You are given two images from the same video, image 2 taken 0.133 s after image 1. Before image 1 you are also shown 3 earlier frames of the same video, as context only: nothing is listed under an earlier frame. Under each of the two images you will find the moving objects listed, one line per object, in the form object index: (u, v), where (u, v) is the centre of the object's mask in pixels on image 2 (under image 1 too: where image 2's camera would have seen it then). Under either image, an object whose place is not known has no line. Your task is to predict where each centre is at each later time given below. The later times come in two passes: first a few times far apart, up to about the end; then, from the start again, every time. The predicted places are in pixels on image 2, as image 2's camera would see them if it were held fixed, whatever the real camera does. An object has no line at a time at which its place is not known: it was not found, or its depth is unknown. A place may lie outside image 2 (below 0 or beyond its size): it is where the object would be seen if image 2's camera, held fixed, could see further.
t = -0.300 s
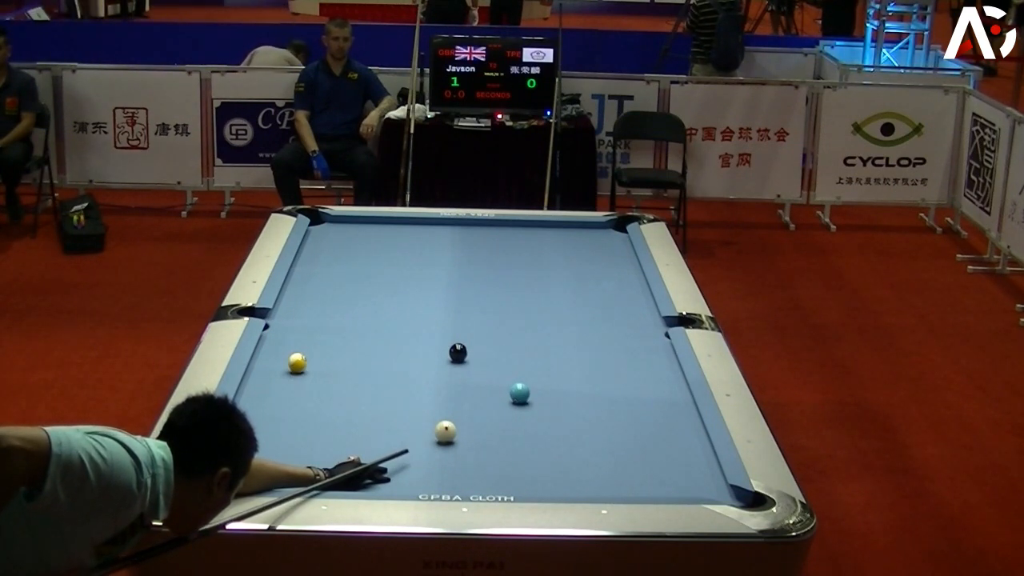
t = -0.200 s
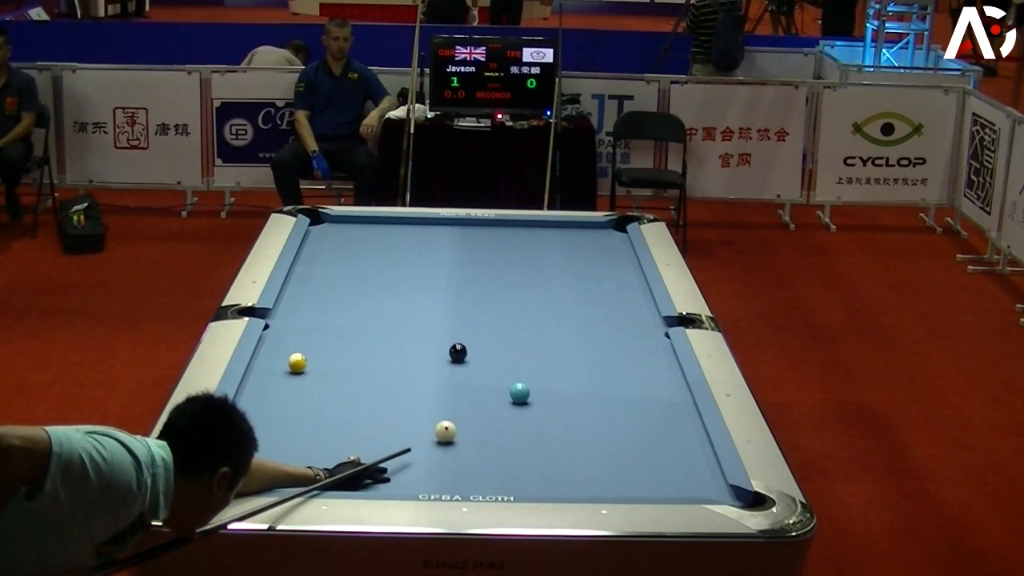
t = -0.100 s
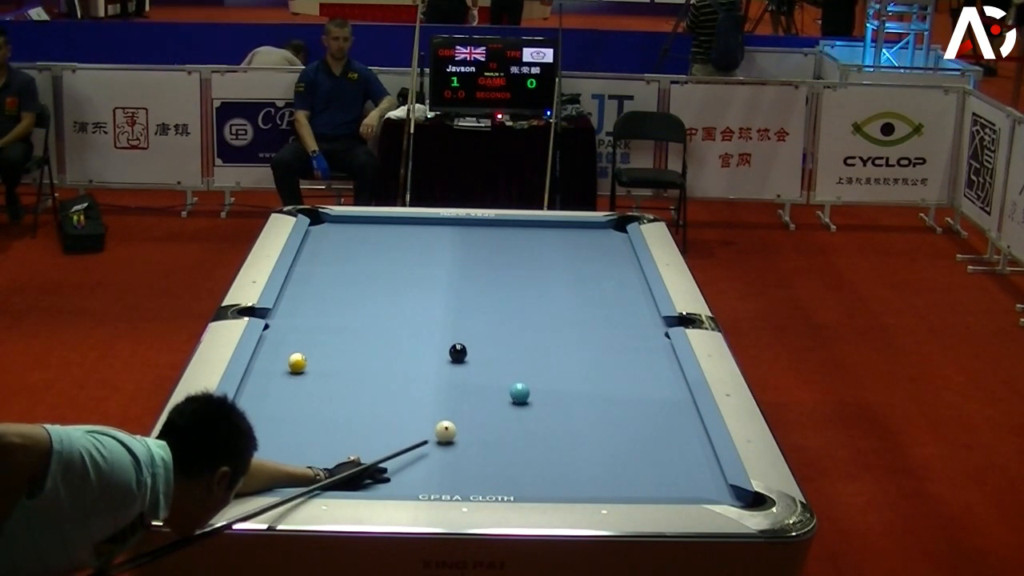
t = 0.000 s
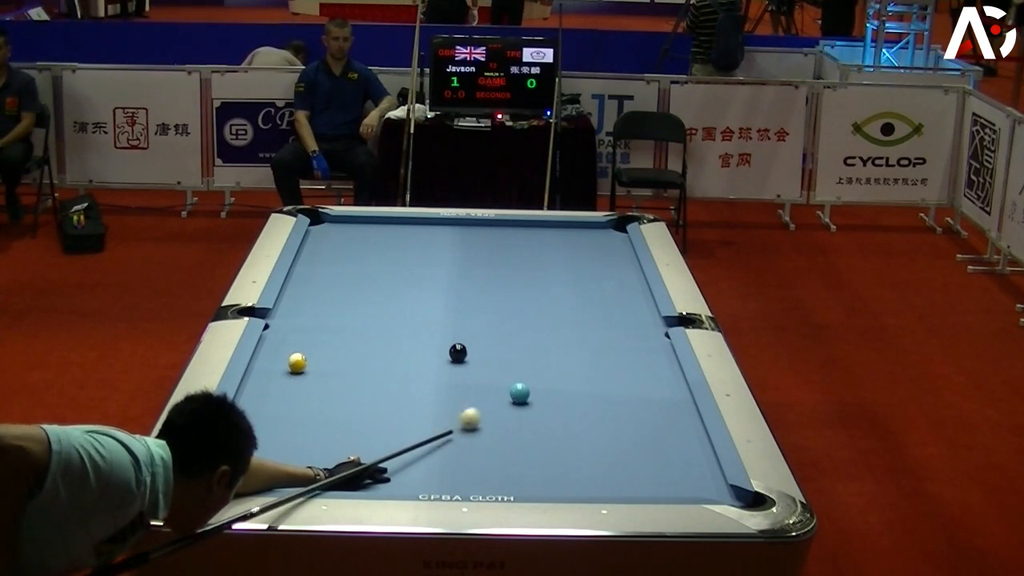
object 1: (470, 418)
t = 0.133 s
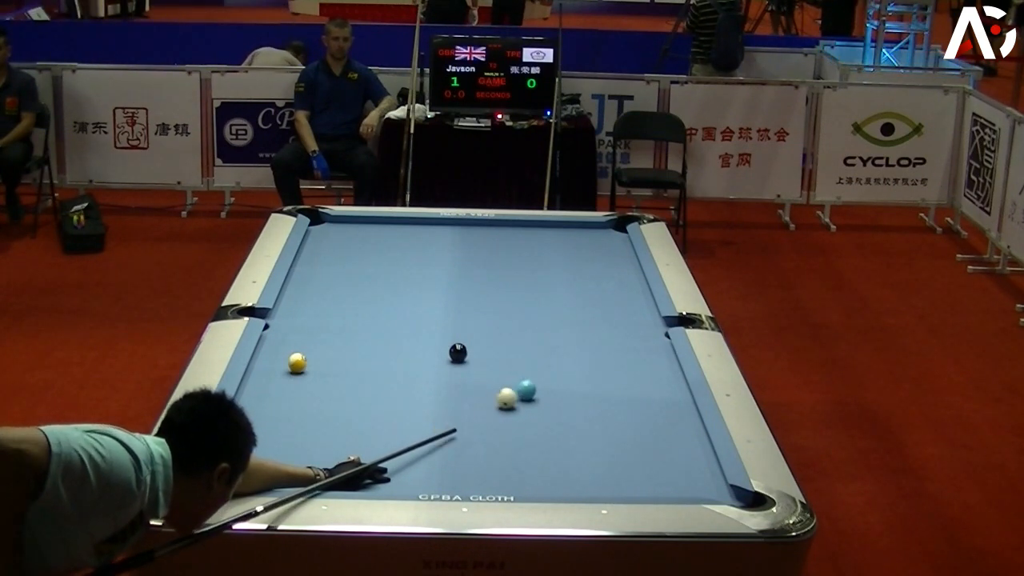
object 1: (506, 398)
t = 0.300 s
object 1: (505, 396)
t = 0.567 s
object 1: (504, 393)
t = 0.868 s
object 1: (504, 390)
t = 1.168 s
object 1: (504, 389)
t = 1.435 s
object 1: (504, 389)
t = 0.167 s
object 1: (506, 398)
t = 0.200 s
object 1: (506, 397)
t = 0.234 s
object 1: (506, 397)
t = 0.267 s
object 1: (506, 396)
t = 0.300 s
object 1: (505, 396)
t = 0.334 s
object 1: (505, 395)
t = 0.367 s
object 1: (505, 395)
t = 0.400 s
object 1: (505, 395)
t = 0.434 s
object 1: (505, 394)
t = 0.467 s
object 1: (505, 394)
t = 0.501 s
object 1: (505, 394)
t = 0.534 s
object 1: (504, 393)
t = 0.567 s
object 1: (504, 393)
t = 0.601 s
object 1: (504, 392)
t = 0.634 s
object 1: (504, 392)
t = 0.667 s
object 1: (504, 392)
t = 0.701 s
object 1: (504, 392)
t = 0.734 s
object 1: (504, 392)
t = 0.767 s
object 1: (504, 391)
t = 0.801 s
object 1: (504, 391)
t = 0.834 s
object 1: (504, 391)
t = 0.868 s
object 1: (504, 390)
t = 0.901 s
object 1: (504, 390)
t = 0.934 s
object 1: (504, 390)
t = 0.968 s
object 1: (504, 390)
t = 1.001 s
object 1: (504, 390)
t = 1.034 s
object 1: (504, 390)
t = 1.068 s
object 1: (504, 390)
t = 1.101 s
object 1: (504, 390)
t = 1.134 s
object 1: (504, 389)
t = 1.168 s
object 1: (504, 389)
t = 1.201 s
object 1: (504, 389)
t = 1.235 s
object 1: (504, 389)
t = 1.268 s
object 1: (504, 389)
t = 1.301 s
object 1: (504, 389)
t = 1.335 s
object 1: (504, 389)
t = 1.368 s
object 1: (504, 389)
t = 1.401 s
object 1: (504, 389)
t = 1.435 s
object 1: (504, 389)
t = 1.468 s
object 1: (504, 389)
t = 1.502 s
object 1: (504, 389)
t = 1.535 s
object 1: (504, 389)
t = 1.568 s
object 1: (504, 389)
